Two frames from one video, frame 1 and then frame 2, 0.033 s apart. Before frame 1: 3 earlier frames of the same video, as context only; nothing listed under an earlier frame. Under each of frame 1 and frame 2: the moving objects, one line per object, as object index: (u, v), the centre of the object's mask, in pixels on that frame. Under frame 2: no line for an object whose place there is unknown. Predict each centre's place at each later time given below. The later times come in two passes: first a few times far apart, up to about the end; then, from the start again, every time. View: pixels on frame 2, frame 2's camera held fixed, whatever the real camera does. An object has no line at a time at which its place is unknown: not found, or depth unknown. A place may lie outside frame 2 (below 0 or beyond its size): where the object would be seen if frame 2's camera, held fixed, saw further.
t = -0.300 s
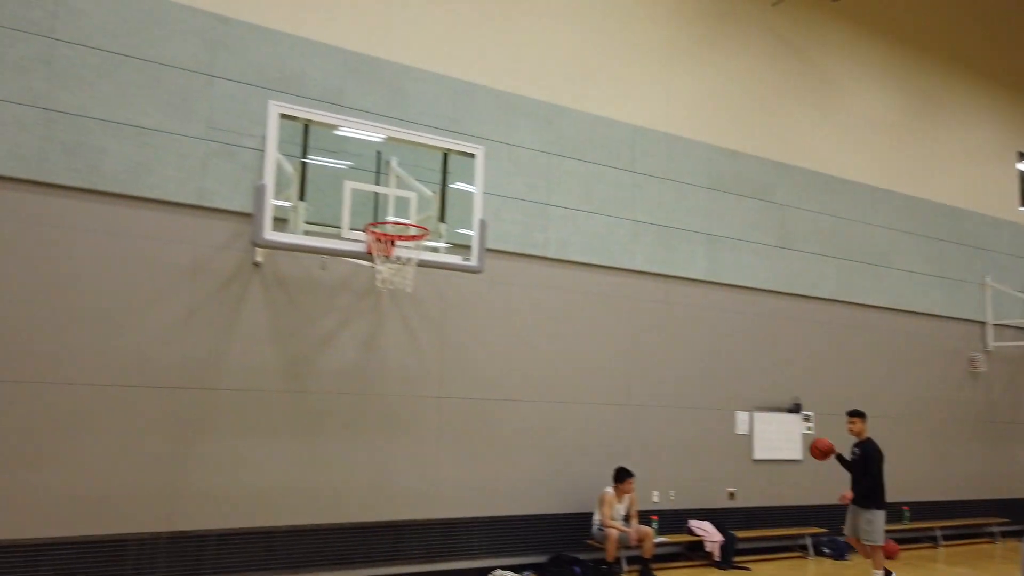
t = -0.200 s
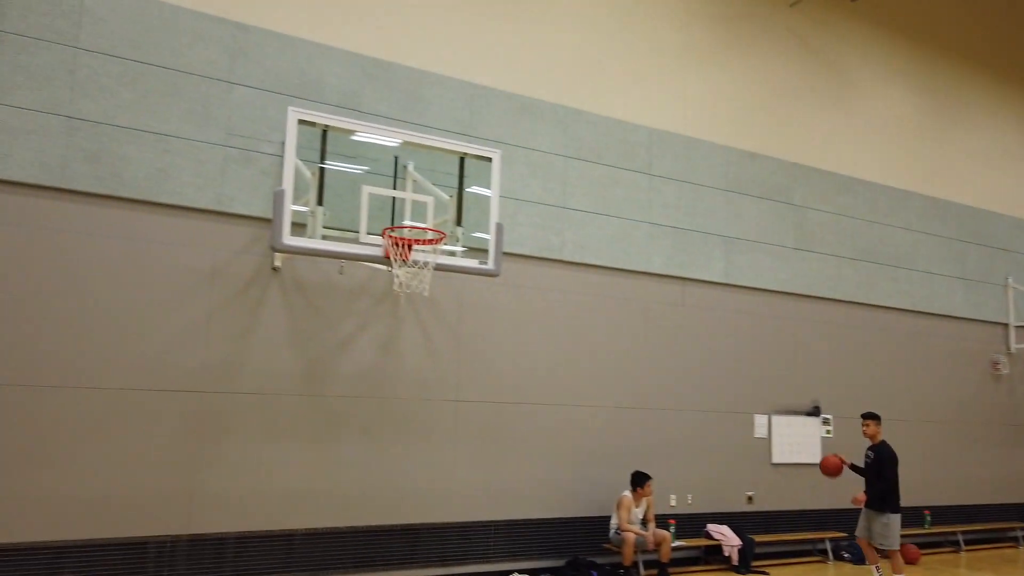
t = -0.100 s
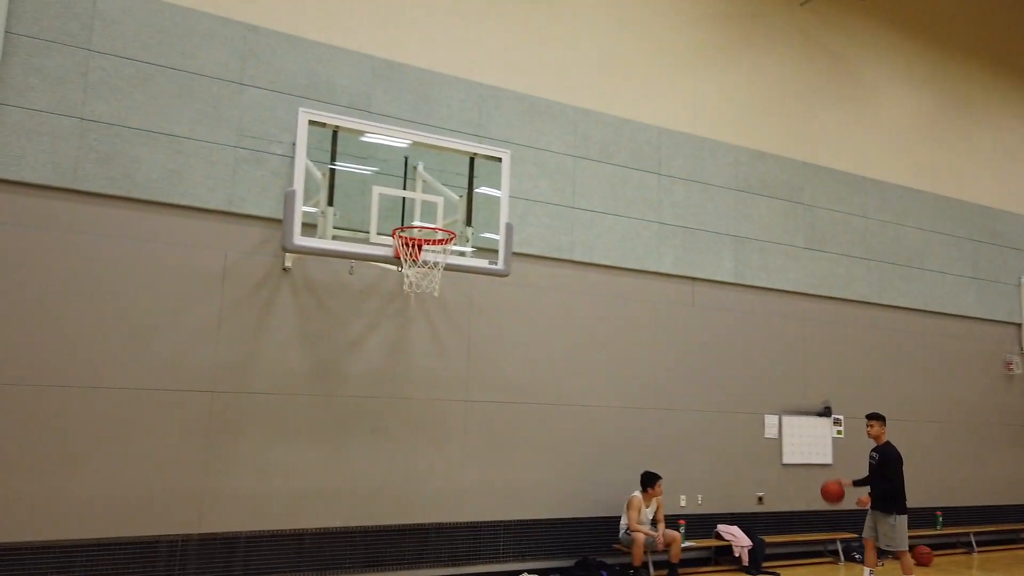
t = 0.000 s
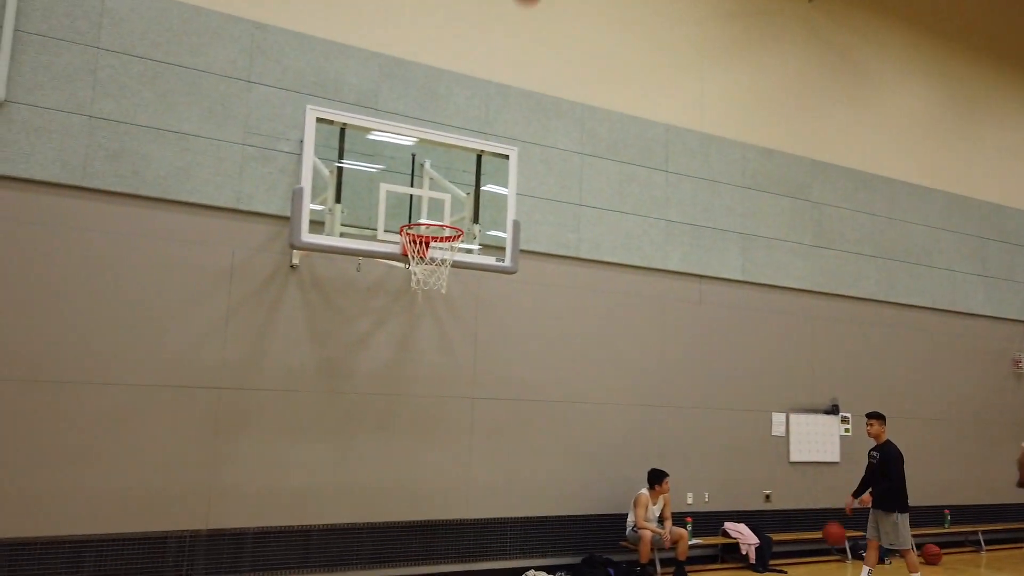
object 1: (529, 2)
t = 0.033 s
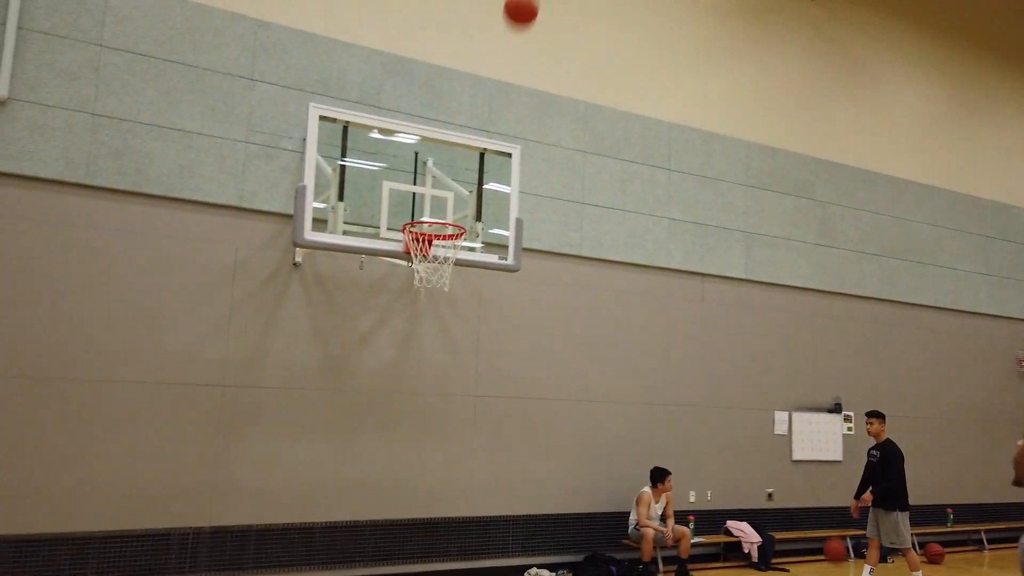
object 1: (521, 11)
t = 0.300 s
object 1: (440, 217)
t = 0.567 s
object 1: (313, 195)
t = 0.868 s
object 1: (162, 266)
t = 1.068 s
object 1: (7, 433)
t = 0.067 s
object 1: (511, 36)
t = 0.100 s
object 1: (502, 65)
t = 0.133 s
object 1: (492, 95)
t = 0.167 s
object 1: (483, 124)
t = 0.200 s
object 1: (474, 156)
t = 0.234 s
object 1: (464, 184)
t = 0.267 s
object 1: (457, 213)
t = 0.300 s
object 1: (440, 217)
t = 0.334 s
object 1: (421, 211)
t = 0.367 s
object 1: (401, 210)
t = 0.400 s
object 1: (380, 208)
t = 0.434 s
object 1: (362, 206)
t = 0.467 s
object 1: (351, 201)
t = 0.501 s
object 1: (338, 198)
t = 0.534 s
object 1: (327, 196)
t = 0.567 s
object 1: (313, 195)
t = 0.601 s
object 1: (298, 195)
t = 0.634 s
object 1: (285, 197)
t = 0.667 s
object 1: (269, 202)
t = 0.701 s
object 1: (253, 206)
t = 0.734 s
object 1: (238, 215)
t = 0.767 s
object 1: (220, 224)
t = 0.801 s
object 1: (201, 236)
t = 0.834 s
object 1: (182, 250)
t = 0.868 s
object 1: (162, 266)
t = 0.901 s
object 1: (140, 285)
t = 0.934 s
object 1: (117, 308)
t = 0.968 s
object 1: (92, 334)
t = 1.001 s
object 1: (66, 363)
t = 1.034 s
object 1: (38, 396)
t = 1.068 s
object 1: (7, 433)
